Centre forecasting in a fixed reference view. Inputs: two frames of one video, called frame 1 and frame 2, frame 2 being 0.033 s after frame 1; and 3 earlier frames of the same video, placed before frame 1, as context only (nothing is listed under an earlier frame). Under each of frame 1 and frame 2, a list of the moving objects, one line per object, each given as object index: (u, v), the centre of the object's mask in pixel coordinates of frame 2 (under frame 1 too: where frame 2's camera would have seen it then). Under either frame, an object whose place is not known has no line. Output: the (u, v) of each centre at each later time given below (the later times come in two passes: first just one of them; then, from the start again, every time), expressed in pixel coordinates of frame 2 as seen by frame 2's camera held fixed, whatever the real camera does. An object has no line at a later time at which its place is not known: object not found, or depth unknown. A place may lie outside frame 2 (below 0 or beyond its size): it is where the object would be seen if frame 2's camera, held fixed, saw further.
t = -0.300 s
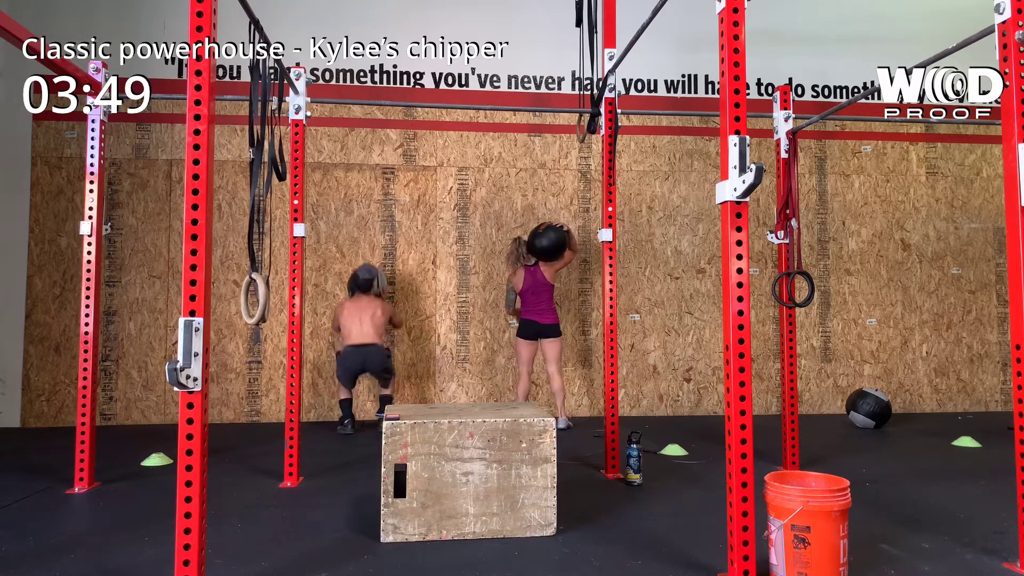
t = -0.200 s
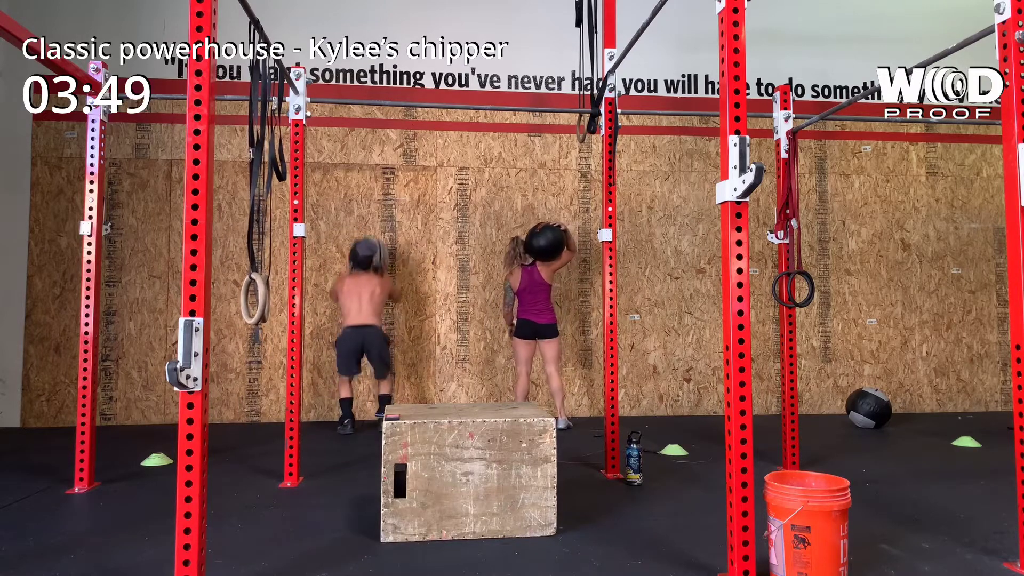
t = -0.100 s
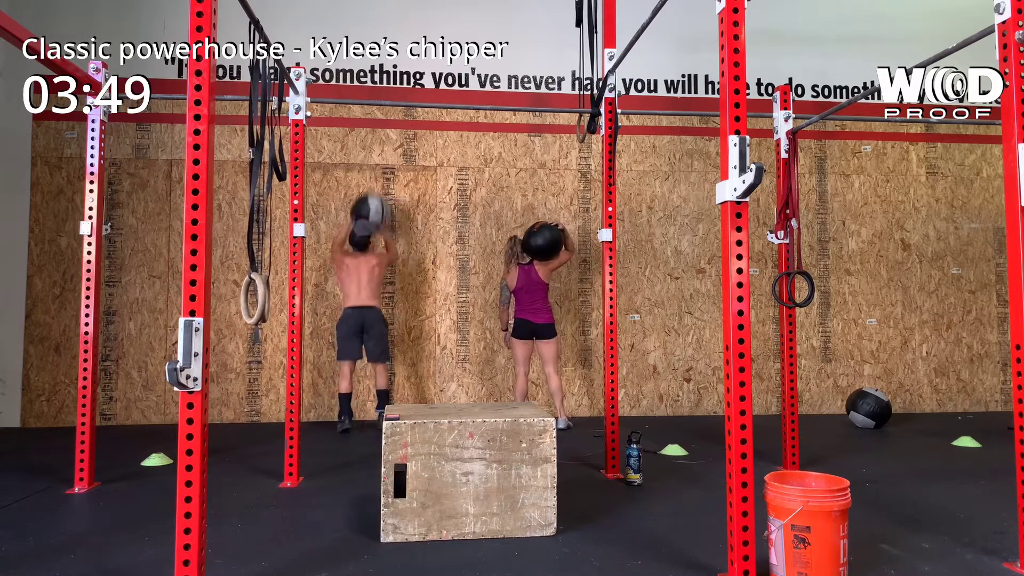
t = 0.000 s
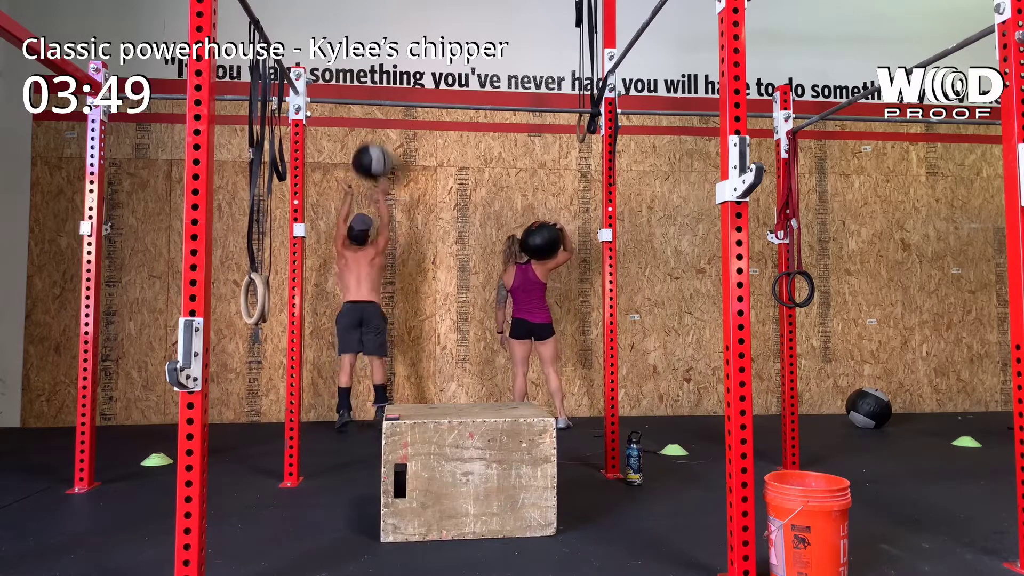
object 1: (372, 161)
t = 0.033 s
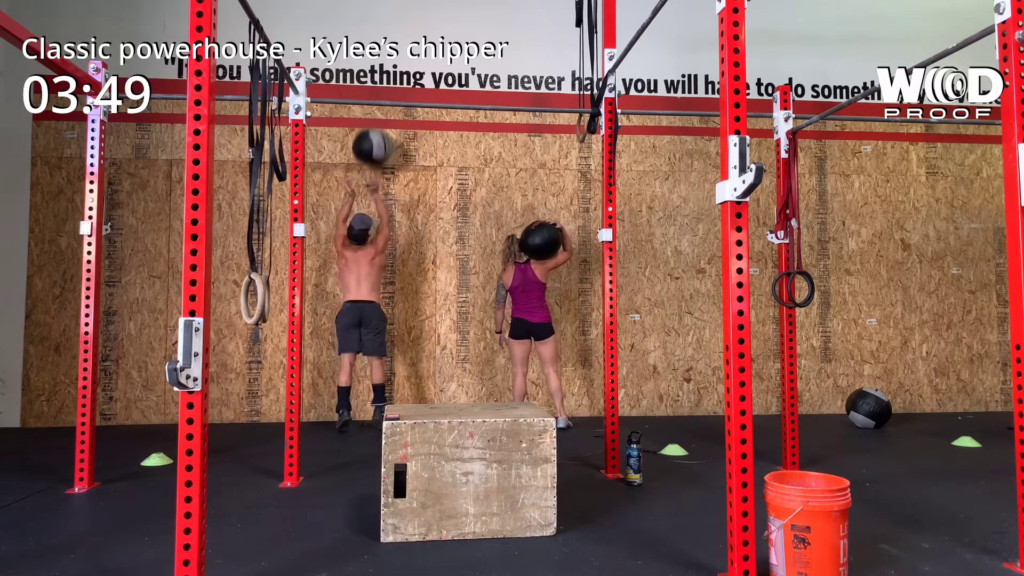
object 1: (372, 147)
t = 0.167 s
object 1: (373, 100)
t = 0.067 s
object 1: (372, 133)
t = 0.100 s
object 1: (372, 122)
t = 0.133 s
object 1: (372, 113)
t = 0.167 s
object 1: (373, 100)
